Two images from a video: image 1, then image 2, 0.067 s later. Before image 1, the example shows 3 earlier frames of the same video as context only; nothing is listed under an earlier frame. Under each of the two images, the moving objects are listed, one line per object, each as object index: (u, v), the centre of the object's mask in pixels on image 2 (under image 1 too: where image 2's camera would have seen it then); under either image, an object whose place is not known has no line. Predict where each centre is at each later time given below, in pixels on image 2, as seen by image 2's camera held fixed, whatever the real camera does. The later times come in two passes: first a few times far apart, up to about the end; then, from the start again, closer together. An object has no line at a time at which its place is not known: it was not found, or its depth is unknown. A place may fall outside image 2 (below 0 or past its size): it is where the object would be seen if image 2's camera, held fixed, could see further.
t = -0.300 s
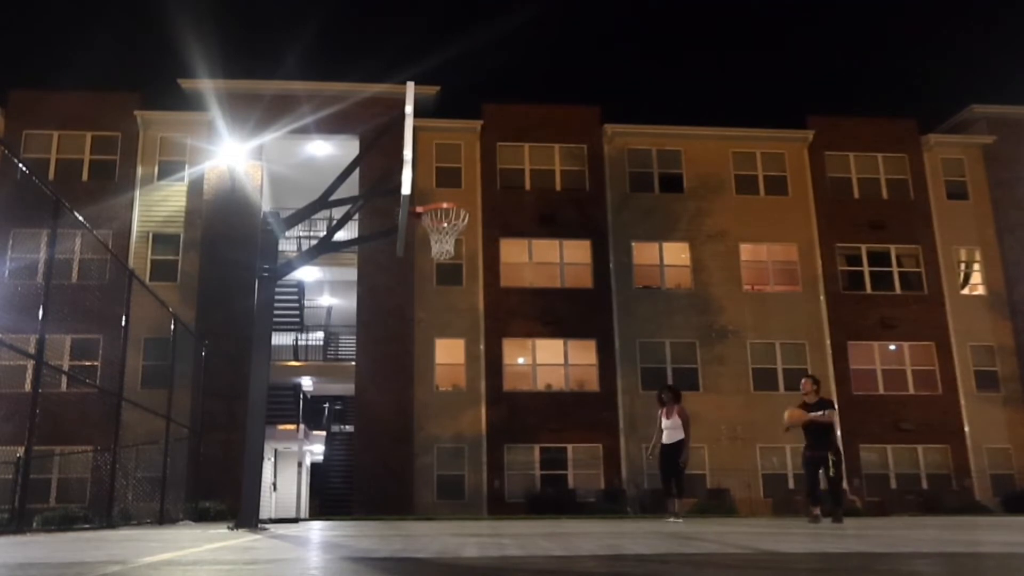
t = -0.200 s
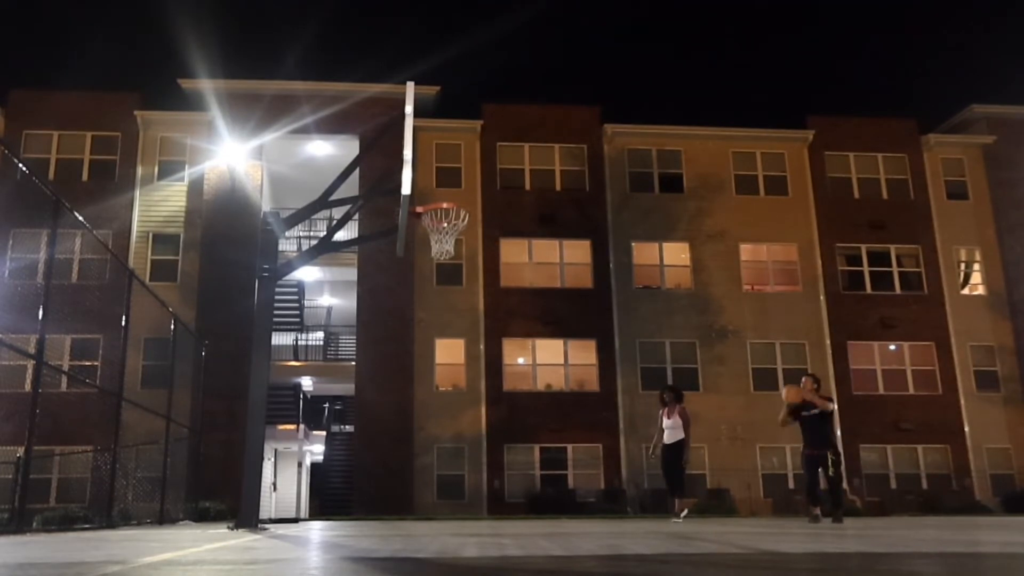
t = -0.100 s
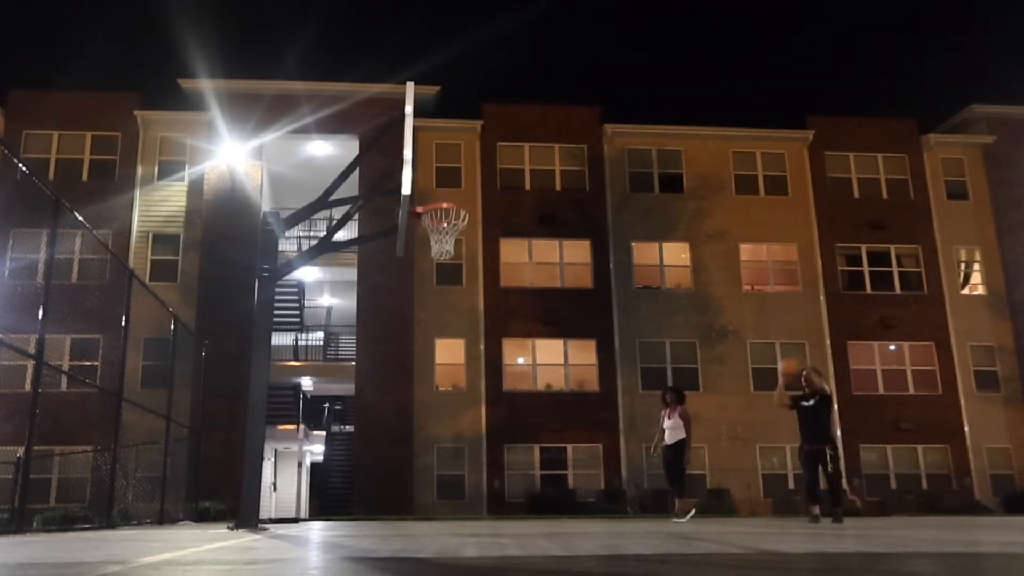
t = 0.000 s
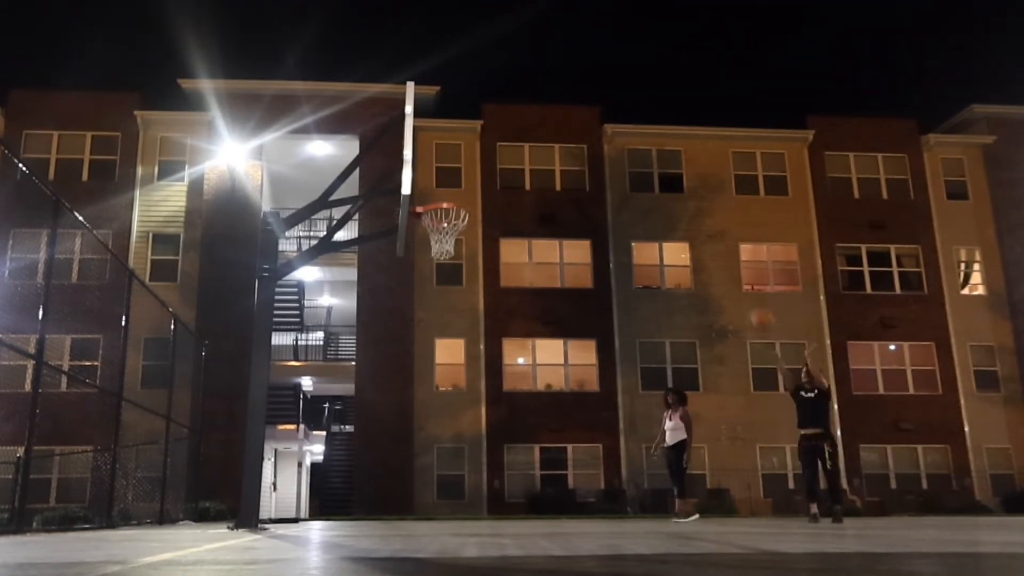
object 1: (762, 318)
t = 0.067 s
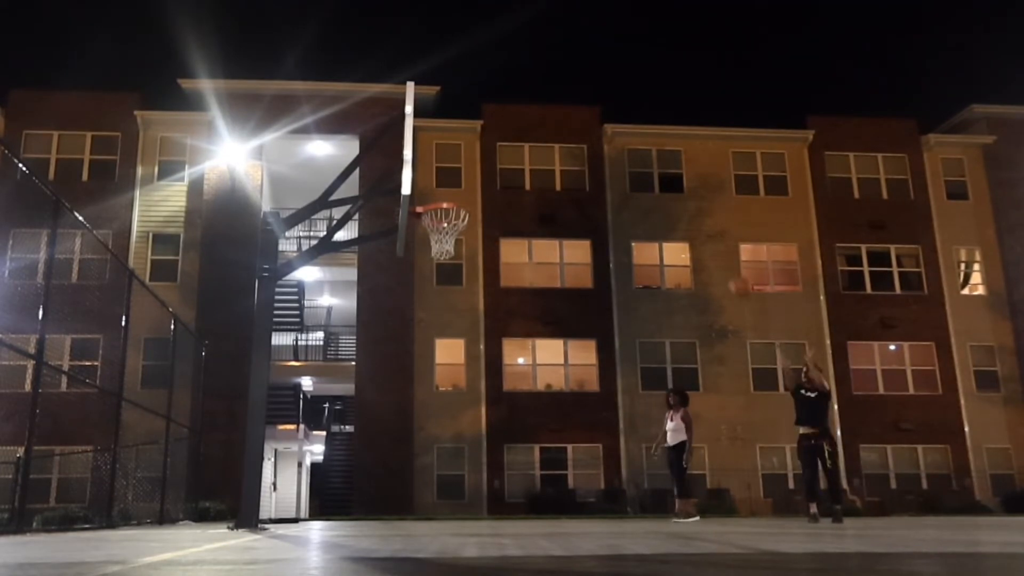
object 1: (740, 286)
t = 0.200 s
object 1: (698, 233)
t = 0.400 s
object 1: (638, 180)
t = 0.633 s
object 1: (566, 156)
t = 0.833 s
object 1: (499, 173)
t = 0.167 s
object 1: (708, 246)
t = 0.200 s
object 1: (698, 233)
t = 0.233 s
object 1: (688, 222)
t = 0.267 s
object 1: (678, 213)
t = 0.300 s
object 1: (669, 204)
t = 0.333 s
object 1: (658, 195)
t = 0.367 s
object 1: (647, 187)
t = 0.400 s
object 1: (638, 180)
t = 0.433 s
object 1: (627, 174)
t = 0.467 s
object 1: (616, 169)
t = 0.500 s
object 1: (605, 163)
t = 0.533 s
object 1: (595, 161)
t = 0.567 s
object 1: (586, 158)
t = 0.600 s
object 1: (575, 157)
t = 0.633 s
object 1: (566, 156)
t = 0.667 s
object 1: (552, 156)
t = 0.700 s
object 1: (542, 157)
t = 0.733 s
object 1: (531, 160)
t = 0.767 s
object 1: (521, 162)
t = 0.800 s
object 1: (510, 167)
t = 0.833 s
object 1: (499, 173)
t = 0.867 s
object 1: (488, 177)
